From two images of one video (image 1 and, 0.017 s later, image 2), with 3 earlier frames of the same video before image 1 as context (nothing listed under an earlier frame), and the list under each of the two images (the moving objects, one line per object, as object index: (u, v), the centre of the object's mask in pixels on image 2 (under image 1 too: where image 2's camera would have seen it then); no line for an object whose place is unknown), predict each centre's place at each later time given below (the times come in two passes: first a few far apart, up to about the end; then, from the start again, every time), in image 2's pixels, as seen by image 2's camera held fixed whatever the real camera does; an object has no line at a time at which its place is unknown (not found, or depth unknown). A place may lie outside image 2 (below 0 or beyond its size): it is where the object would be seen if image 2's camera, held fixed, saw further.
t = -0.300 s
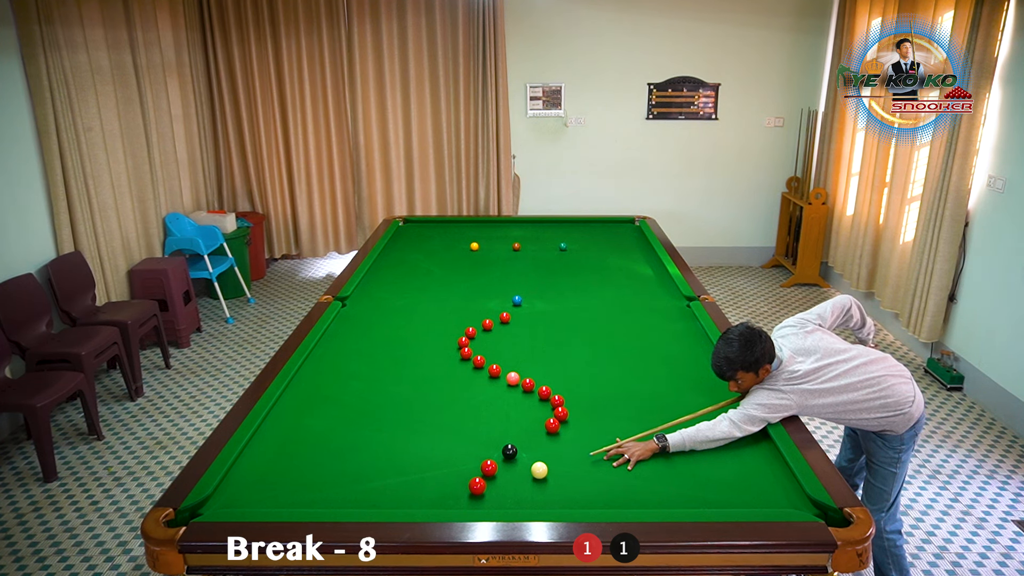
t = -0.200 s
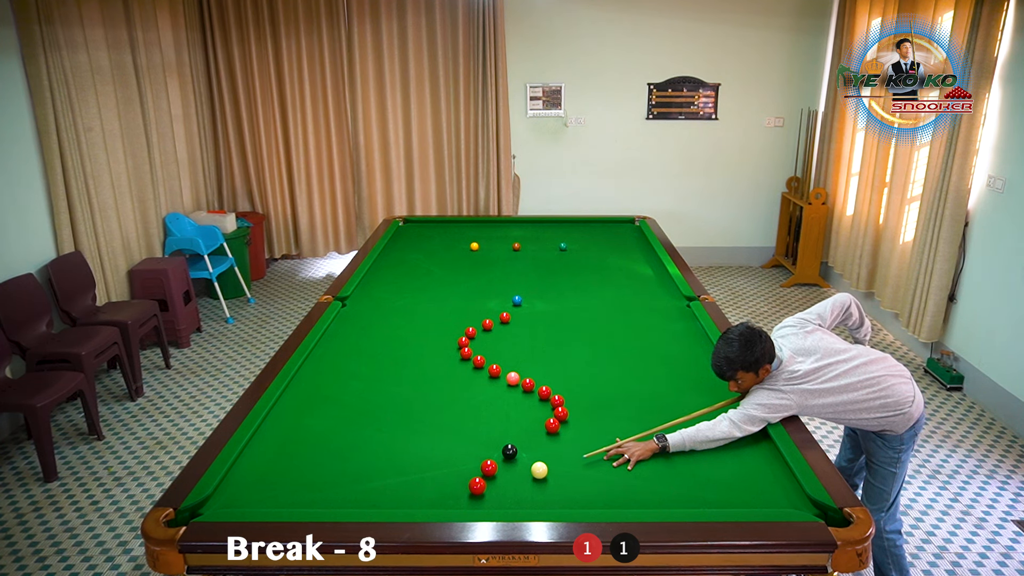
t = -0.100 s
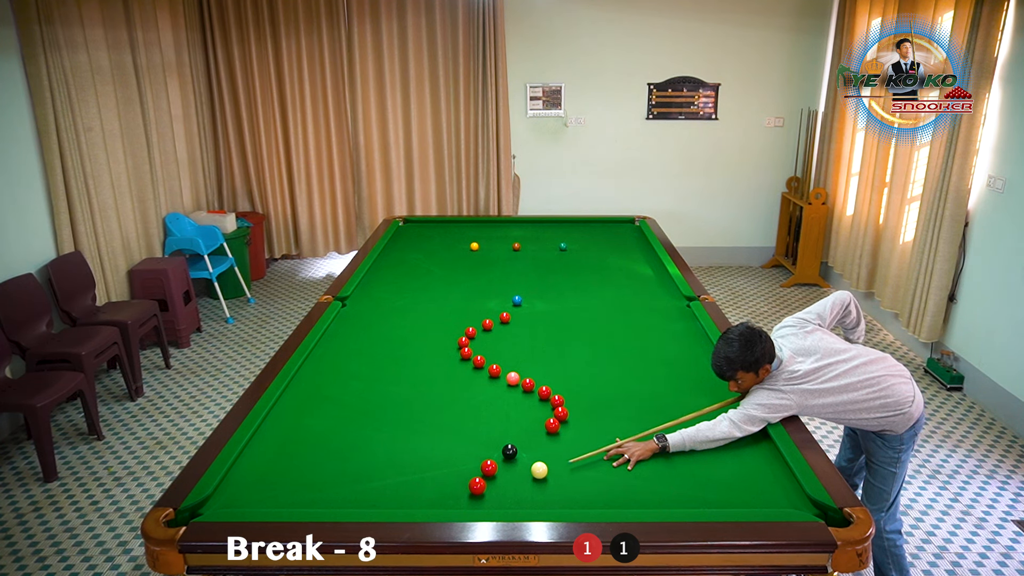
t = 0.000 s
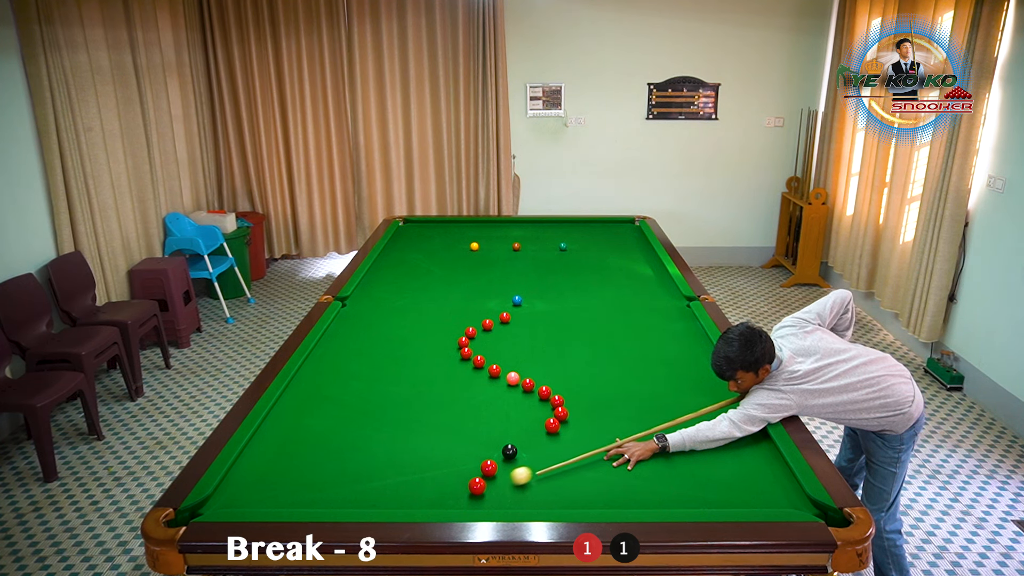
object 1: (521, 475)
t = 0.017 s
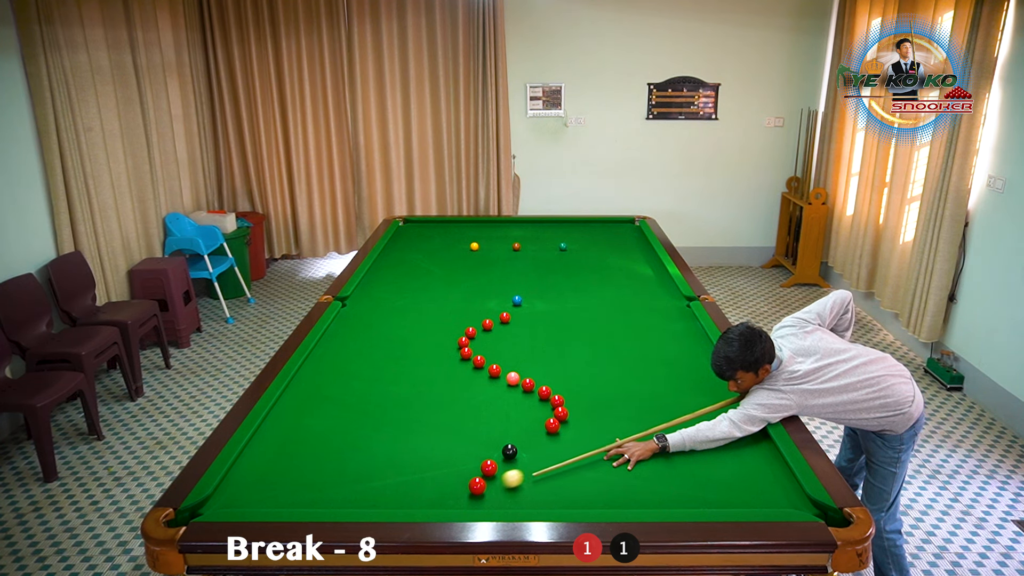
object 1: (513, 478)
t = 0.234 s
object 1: (497, 500)
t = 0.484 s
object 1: (509, 500)
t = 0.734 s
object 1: (524, 489)
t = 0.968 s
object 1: (537, 480)
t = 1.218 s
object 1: (549, 472)
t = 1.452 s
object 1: (559, 465)
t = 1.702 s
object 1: (568, 459)
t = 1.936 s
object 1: (576, 454)
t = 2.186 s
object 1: (583, 450)
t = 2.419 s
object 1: (588, 447)
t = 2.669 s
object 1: (593, 444)
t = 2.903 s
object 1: (596, 442)
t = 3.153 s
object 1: (598, 441)
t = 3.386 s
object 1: (599, 441)
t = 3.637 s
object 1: (599, 441)
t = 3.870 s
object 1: (599, 441)
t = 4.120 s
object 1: (599, 441)
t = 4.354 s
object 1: (599, 441)
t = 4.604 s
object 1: (599, 441)
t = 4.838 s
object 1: (600, 441)
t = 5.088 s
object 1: (599, 441)
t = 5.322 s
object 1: (599, 441)
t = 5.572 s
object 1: (600, 441)
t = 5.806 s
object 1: (600, 441)
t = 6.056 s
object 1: (599, 441)
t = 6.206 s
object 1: (600, 441)
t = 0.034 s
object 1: (504, 481)
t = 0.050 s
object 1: (496, 484)
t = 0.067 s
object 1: (494, 486)
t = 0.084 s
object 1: (494, 488)
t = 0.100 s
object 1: (494, 489)
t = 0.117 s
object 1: (495, 491)
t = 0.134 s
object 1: (495, 492)
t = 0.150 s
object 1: (495, 494)
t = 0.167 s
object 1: (496, 495)
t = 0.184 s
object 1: (496, 496)
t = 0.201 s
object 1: (496, 497)
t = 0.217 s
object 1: (496, 499)
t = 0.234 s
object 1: (497, 500)
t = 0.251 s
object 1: (497, 501)
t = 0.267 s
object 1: (498, 502)
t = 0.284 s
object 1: (498, 503)
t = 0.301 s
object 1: (498, 504)
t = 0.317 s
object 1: (499, 505)
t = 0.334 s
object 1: (499, 505)
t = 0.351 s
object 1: (500, 504)
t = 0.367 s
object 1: (501, 504)
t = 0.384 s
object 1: (503, 504)
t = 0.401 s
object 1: (504, 503)
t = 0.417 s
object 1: (505, 502)
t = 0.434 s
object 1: (506, 502)
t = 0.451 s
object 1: (507, 501)
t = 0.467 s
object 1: (508, 501)
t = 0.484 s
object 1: (509, 500)
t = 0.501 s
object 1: (510, 500)
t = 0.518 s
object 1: (511, 499)
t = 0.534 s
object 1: (512, 498)
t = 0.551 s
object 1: (513, 497)
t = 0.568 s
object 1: (514, 497)
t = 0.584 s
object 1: (515, 496)
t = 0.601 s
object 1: (516, 495)
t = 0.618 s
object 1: (517, 494)
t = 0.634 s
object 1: (519, 494)
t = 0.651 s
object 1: (520, 493)
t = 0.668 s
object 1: (521, 492)
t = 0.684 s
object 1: (521, 491)
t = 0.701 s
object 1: (522, 491)
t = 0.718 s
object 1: (523, 490)
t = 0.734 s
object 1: (524, 489)
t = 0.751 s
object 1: (525, 489)
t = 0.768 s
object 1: (526, 488)
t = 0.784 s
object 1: (527, 487)
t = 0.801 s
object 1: (528, 487)
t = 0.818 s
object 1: (529, 486)
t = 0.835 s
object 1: (530, 485)
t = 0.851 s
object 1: (531, 485)
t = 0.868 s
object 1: (532, 484)
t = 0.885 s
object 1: (533, 483)
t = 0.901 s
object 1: (533, 483)
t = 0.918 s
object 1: (534, 482)
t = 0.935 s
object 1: (535, 481)
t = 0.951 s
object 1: (536, 481)
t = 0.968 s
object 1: (537, 480)
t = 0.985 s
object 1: (538, 480)
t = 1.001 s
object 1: (539, 479)
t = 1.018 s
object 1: (539, 478)
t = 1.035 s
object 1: (540, 478)
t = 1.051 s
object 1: (541, 477)
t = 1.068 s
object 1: (542, 477)
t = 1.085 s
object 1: (543, 476)
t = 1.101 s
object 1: (544, 476)
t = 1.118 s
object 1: (544, 475)
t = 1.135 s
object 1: (545, 474)
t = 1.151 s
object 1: (546, 474)
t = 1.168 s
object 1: (547, 473)
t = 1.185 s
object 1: (547, 473)
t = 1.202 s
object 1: (548, 472)
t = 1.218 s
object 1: (549, 472)
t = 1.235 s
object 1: (550, 471)
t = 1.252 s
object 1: (550, 471)
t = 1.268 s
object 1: (551, 470)
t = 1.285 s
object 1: (552, 470)
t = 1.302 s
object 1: (553, 469)
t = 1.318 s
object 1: (553, 469)
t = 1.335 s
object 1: (554, 468)
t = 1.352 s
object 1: (555, 468)
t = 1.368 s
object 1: (555, 467)
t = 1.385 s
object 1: (556, 467)
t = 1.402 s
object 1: (557, 466)
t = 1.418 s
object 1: (557, 466)
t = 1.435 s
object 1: (558, 466)
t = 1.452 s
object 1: (559, 465)
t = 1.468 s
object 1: (559, 465)
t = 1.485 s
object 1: (560, 464)
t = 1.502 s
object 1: (561, 464)
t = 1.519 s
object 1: (561, 463)
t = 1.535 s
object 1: (562, 463)
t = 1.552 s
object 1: (563, 463)
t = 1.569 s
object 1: (563, 462)
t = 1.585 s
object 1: (564, 462)
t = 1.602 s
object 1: (564, 461)
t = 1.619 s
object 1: (565, 461)
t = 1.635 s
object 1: (566, 461)
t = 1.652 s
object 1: (566, 460)
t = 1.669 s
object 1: (567, 460)
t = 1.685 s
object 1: (567, 459)
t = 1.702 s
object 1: (568, 459)
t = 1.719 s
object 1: (569, 459)
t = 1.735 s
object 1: (569, 458)
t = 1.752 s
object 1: (570, 458)
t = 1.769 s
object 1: (570, 458)
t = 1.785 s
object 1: (571, 457)
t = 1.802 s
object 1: (571, 457)
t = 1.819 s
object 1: (572, 457)
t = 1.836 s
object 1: (573, 456)
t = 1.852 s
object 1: (573, 456)
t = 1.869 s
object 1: (574, 456)
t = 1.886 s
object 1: (574, 455)
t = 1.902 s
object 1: (575, 455)
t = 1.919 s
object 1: (575, 455)
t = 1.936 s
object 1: (576, 454)
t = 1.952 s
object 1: (576, 454)
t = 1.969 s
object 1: (577, 454)
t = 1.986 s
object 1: (577, 453)
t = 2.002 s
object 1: (578, 453)
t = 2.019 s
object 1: (578, 453)
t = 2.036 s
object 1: (579, 452)
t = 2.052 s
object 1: (579, 452)
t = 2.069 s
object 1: (580, 452)
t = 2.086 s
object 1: (580, 452)
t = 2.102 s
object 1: (581, 451)
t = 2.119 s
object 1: (581, 451)
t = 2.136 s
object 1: (582, 451)
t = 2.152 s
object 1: (582, 451)
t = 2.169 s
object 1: (582, 450)
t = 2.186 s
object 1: (583, 450)
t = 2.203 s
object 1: (583, 450)
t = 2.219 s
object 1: (584, 449)
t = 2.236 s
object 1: (584, 449)
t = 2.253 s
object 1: (585, 449)
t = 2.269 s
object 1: (585, 449)
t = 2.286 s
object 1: (585, 448)
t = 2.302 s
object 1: (586, 448)
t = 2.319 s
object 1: (586, 448)
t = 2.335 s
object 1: (587, 448)
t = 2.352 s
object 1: (587, 448)
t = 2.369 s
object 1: (587, 447)
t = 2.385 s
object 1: (588, 447)
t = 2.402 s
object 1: (588, 447)
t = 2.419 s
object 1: (588, 447)
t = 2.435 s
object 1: (589, 447)
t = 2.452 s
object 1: (589, 446)
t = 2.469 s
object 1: (589, 446)
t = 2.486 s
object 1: (590, 446)
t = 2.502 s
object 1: (590, 446)
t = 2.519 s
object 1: (590, 446)
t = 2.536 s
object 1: (591, 446)
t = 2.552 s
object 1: (591, 445)
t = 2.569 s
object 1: (591, 445)
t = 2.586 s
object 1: (592, 445)
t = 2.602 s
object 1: (592, 445)
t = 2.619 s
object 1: (592, 445)
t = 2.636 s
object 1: (593, 445)
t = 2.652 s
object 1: (593, 444)
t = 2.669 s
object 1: (593, 444)
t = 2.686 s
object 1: (593, 444)
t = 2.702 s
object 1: (594, 444)
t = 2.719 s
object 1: (594, 444)
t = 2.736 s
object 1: (594, 444)
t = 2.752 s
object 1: (594, 443)
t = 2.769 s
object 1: (595, 443)
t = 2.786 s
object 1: (595, 443)
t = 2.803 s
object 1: (595, 443)
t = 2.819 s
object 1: (595, 443)
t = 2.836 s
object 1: (595, 443)
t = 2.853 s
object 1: (596, 443)
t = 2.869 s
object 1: (596, 443)
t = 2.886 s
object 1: (596, 442)
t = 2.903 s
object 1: (596, 442)
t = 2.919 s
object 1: (596, 442)
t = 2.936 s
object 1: (597, 442)
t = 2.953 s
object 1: (597, 442)
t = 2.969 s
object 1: (597, 442)
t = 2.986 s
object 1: (597, 442)
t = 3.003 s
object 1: (597, 442)
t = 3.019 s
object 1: (597, 442)
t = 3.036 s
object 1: (598, 442)
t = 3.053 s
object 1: (598, 442)
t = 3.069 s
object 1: (598, 442)
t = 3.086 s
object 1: (598, 441)
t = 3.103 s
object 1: (598, 441)
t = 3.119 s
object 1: (598, 441)
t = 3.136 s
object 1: (598, 441)
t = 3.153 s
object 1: (598, 441)
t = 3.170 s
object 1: (599, 441)
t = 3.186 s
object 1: (599, 441)
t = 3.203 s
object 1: (599, 441)
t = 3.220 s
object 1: (599, 441)
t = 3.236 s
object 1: (599, 441)
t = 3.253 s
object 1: (599, 441)
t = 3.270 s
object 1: (599, 441)
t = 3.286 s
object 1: (599, 441)
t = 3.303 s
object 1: (599, 441)
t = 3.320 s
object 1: (599, 441)
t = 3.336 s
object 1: (599, 441)
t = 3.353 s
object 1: (599, 441)
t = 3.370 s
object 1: (599, 441)
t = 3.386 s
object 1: (599, 441)
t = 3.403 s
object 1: (599, 441)
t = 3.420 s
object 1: (599, 441)
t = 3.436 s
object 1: (599, 441)
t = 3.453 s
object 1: (599, 441)
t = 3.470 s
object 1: (599, 441)
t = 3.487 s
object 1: (599, 441)
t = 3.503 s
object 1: (599, 441)
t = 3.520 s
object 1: (599, 441)
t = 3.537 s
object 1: (599, 441)
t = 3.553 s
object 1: (599, 441)
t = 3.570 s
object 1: (599, 441)
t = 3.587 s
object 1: (600, 441)
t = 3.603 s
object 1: (599, 441)
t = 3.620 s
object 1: (599, 441)
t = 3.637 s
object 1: (599, 441)
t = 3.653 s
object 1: (599, 441)
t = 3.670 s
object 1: (599, 441)
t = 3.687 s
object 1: (599, 441)
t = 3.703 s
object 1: (599, 441)
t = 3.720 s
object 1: (599, 441)
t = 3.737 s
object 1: (599, 441)
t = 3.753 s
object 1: (599, 441)
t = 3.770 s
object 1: (599, 441)
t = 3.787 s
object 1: (599, 441)
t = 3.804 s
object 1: (599, 441)
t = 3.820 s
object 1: (599, 441)
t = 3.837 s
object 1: (599, 441)
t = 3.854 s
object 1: (599, 441)
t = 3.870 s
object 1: (599, 441)
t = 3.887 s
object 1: (599, 441)
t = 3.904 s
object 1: (599, 441)
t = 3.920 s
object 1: (599, 441)
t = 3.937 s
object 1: (599, 441)
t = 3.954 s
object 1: (599, 441)
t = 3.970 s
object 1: (599, 441)
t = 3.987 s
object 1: (599, 441)
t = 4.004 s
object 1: (599, 441)
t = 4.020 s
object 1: (599, 441)
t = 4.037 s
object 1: (599, 441)
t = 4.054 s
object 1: (599, 441)
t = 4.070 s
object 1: (599, 441)
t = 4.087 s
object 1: (599, 441)
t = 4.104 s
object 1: (599, 441)
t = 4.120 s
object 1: (599, 441)
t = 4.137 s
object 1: (599, 441)
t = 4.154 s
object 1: (599, 441)
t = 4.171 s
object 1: (599, 441)
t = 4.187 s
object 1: (599, 441)
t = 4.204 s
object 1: (599, 441)
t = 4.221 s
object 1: (599, 441)
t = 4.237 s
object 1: (599, 441)
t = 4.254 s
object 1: (599, 441)
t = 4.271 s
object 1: (599, 441)
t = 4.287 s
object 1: (599, 441)
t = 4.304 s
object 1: (599, 441)
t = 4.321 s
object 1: (599, 441)
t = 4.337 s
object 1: (599, 441)
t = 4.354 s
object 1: (599, 441)
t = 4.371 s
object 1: (599, 441)
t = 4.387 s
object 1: (599, 441)
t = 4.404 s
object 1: (600, 441)
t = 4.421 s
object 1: (599, 441)
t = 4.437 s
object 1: (599, 441)
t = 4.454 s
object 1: (599, 441)
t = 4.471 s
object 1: (599, 441)
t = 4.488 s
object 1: (599, 441)
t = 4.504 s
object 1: (599, 441)
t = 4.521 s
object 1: (599, 441)
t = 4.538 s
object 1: (599, 441)
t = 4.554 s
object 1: (599, 441)
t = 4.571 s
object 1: (599, 441)
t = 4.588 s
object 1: (599, 441)
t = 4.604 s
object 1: (599, 441)
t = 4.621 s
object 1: (599, 441)
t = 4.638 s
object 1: (599, 441)
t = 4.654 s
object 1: (599, 441)
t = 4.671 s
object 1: (600, 441)
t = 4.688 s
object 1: (599, 441)
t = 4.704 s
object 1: (599, 441)
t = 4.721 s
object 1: (599, 441)
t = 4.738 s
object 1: (599, 441)
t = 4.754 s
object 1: (599, 441)
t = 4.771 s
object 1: (599, 441)
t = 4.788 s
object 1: (599, 441)
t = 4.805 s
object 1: (599, 441)
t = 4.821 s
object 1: (599, 441)
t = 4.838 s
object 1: (600, 441)
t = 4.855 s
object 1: (599, 441)
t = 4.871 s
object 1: (599, 441)
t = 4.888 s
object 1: (600, 441)
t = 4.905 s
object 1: (600, 441)
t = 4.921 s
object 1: (599, 441)
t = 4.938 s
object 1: (600, 441)
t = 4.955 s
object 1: (599, 441)
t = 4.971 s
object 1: (599, 441)
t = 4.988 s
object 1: (600, 441)
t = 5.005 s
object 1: (600, 441)
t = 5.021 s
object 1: (599, 441)
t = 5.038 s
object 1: (599, 441)
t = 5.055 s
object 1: (599, 441)
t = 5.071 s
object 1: (600, 441)
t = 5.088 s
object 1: (599, 441)
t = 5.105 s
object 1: (600, 441)
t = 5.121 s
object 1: (599, 441)
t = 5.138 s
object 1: (599, 441)
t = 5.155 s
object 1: (599, 441)
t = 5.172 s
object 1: (600, 441)
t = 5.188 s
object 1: (599, 441)
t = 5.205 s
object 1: (599, 441)
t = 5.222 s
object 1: (599, 441)
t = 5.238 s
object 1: (599, 441)
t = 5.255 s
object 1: (600, 441)
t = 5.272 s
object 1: (599, 441)
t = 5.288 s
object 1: (599, 441)
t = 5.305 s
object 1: (599, 441)
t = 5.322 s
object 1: (599, 441)
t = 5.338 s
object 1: (599, 441)
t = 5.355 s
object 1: (599, 441)
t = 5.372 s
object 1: (599, 441)
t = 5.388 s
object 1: (599, 441)
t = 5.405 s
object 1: (599, 441)
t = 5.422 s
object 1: (600, 441)
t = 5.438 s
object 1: (599, 441)
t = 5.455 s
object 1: (599, 441)
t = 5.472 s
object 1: (599, 441)
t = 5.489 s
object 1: (599, 441)
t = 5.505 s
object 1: (599, 441)
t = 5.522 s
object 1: (599, 441)
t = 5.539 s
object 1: (600, 441)
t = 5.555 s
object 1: (599, 441)
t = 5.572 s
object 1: (600, 441)
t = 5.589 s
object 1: (600, 441)
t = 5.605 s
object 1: (600, 441)
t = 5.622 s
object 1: (600, 441)
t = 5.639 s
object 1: (599, 441)
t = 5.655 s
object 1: (599, 441)
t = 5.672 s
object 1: (599, 441)
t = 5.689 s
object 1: (599, 441)
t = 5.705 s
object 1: (599, 441)
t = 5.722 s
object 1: (599, 441)
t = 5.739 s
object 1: (599, 441)
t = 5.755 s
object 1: (599, 441)
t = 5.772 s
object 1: (600, 441)
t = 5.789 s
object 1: (599, 441)
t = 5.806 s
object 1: (600, 441)
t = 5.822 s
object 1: (599, 441)
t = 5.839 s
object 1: (599, 441)
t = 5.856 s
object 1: (599, 441)
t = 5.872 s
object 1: (599, 441)
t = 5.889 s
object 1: (599, 441)
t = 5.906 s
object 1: (599, 441)
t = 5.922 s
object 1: (599, 441)
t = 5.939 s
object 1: (599, 441)
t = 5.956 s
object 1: (599, 441)
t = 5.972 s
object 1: (599, 441)
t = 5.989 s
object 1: (599, 441)
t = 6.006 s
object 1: (599, 441)
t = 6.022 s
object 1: (599, 441)
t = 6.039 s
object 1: (599, 441)
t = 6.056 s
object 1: (599, 441)
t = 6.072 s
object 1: (599, 441)
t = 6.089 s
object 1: (599, 441)
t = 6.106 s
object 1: (599, 441)
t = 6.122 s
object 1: (599, 441)
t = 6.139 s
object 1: (599, 441)
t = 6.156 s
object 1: (600, 441)
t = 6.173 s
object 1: (600, 441)
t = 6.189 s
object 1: (600, 441)
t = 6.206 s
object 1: (600, 441)
